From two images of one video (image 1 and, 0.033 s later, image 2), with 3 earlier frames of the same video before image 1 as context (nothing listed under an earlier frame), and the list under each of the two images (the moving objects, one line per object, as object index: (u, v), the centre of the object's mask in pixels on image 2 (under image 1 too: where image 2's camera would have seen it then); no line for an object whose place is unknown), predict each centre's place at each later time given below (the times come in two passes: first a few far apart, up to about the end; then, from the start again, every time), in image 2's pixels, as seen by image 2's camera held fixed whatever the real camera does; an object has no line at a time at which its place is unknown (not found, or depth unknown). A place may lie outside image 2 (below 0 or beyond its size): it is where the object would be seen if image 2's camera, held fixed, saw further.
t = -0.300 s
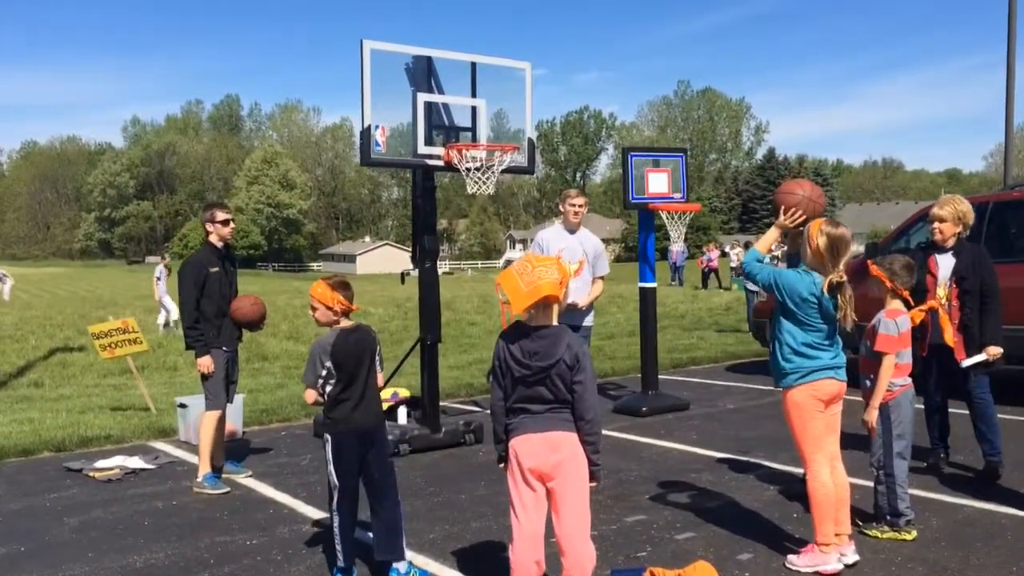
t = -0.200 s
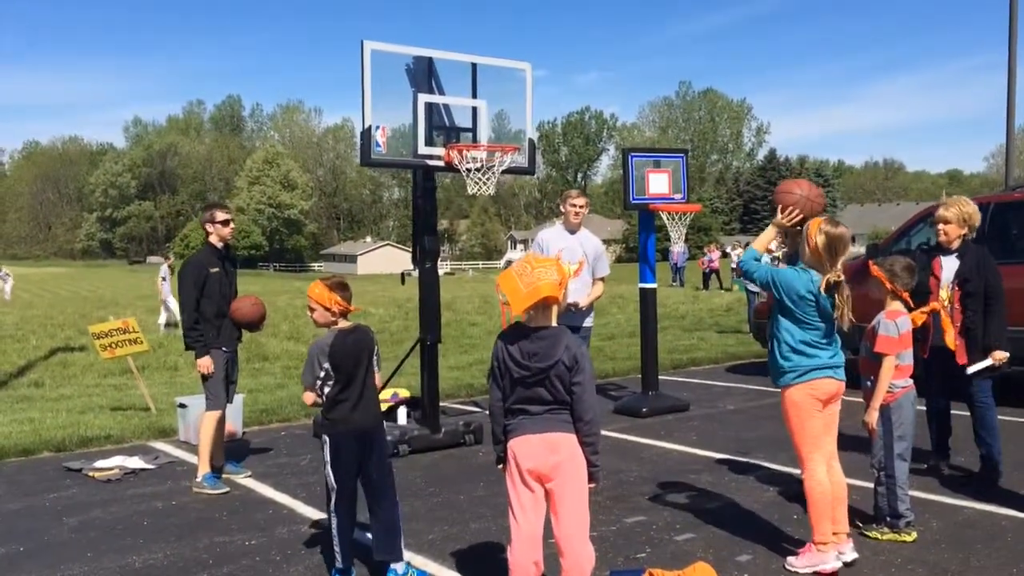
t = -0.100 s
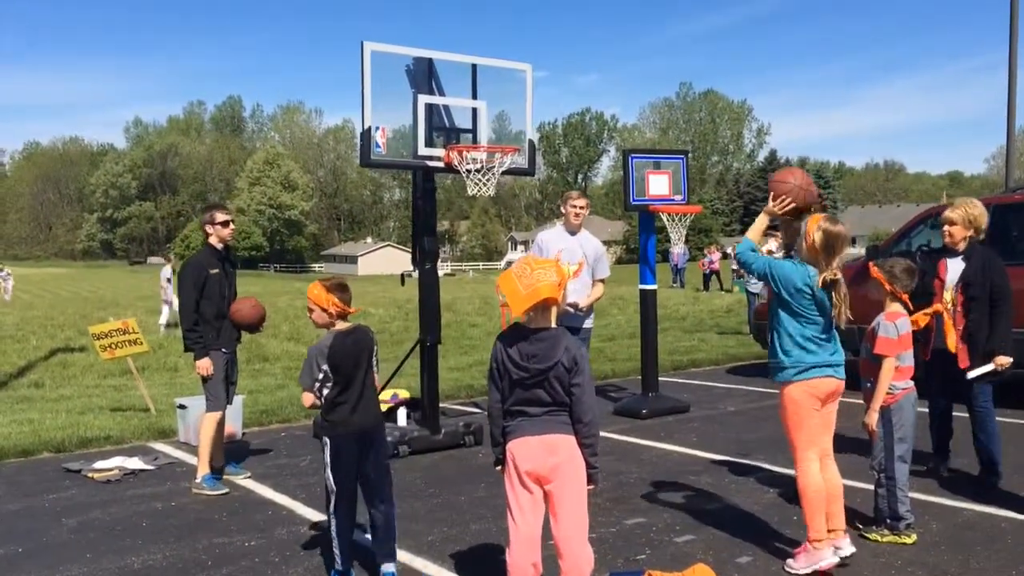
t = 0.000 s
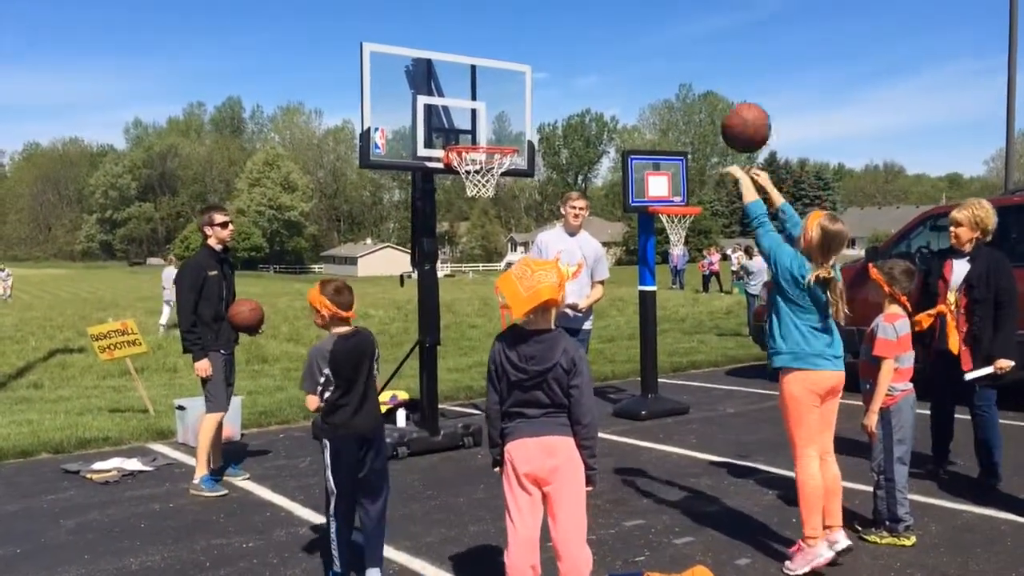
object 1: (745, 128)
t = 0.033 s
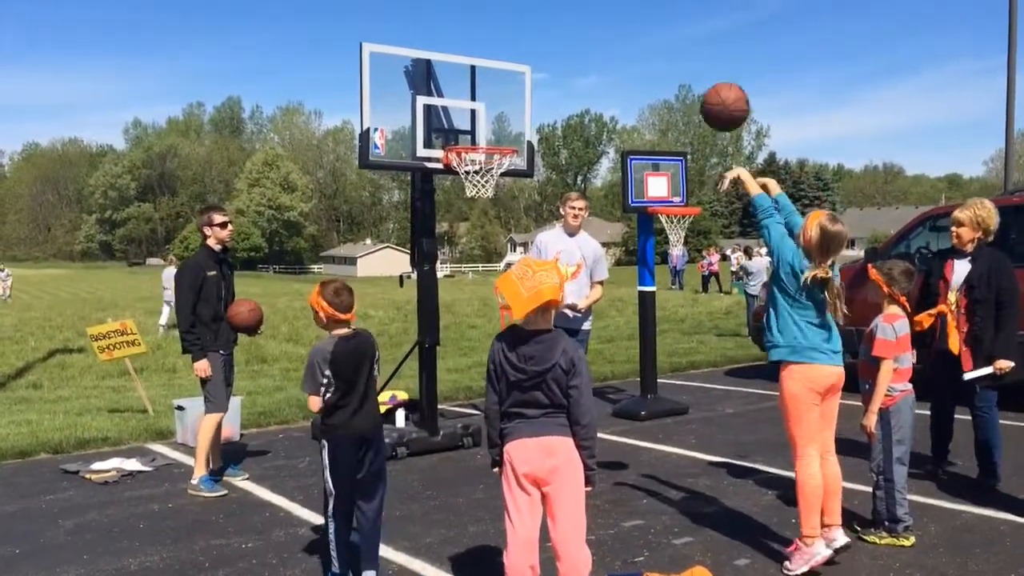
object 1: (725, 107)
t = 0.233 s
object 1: (622, 43)
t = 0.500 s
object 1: (521, 74)
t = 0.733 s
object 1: (489, 117)
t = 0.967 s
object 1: (533, 78)
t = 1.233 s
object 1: (585, 130)
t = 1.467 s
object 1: (630, 259)
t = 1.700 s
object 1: (673, 455)
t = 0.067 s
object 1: (705, 89)
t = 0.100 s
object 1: (687, 74)
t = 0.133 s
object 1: (670, 63)
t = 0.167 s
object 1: (653, 54)
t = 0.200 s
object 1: (637, 47)
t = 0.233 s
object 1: (622, 43)
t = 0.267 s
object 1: (607, 40)
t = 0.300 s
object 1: (594, 40)
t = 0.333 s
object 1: (580, 42)
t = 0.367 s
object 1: (567, 45)
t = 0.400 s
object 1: (555, 50)
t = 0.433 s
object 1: (543, 57)
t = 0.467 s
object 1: (532, 65)
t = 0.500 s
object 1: (521, 74)
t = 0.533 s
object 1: (511, 85)
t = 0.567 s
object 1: (500, 97)
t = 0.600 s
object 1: (491, 110)
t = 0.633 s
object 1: (482, 124)
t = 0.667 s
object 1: (477, 134)
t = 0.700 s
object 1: (483, 130)
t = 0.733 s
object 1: (489, 117)
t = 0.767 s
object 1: (496, 107)
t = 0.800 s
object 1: (502, 98)
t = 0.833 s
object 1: (508, 92)
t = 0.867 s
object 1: (514, 86)
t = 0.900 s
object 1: (520, 82)
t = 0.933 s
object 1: (527, 79)
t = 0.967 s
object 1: (533, 78)
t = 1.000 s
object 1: (540, 79)
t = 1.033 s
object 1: (546, 82)
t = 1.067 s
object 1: (553, 86)
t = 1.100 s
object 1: (559, 91)
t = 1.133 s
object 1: (565, 99)
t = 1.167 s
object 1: (572, 108)
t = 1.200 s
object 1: (578, 118)
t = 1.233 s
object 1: (585, 130)
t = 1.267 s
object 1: (591, 143)
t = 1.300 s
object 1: (598, 160)
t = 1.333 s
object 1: (604, 176)
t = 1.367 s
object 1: (610, 194)
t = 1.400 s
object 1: (618, 215)
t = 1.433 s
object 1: (623, 236)
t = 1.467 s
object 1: (630, 259)
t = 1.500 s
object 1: (635, 282)
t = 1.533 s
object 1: (641, 307)
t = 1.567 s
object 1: (648, 335)
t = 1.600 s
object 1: (655, 364)
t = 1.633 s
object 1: (662, 395)
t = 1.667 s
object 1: (668, 428)
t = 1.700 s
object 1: (673, 455)
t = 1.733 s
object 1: (679, 428)
